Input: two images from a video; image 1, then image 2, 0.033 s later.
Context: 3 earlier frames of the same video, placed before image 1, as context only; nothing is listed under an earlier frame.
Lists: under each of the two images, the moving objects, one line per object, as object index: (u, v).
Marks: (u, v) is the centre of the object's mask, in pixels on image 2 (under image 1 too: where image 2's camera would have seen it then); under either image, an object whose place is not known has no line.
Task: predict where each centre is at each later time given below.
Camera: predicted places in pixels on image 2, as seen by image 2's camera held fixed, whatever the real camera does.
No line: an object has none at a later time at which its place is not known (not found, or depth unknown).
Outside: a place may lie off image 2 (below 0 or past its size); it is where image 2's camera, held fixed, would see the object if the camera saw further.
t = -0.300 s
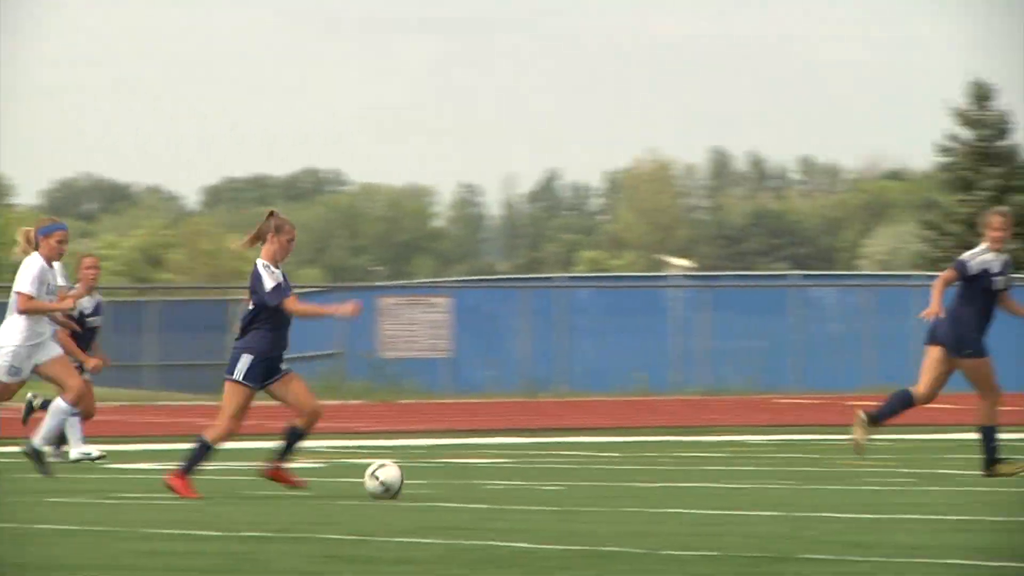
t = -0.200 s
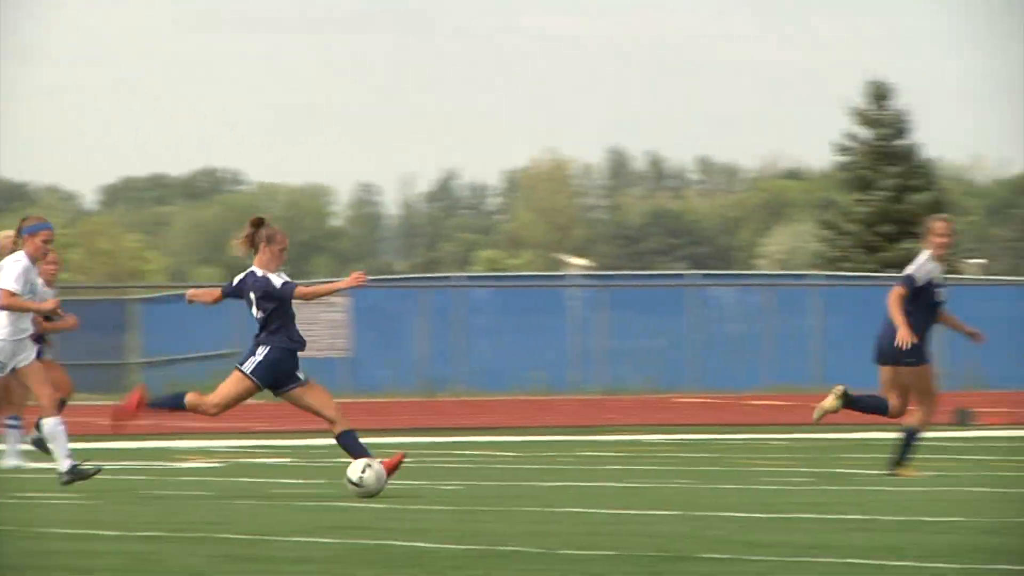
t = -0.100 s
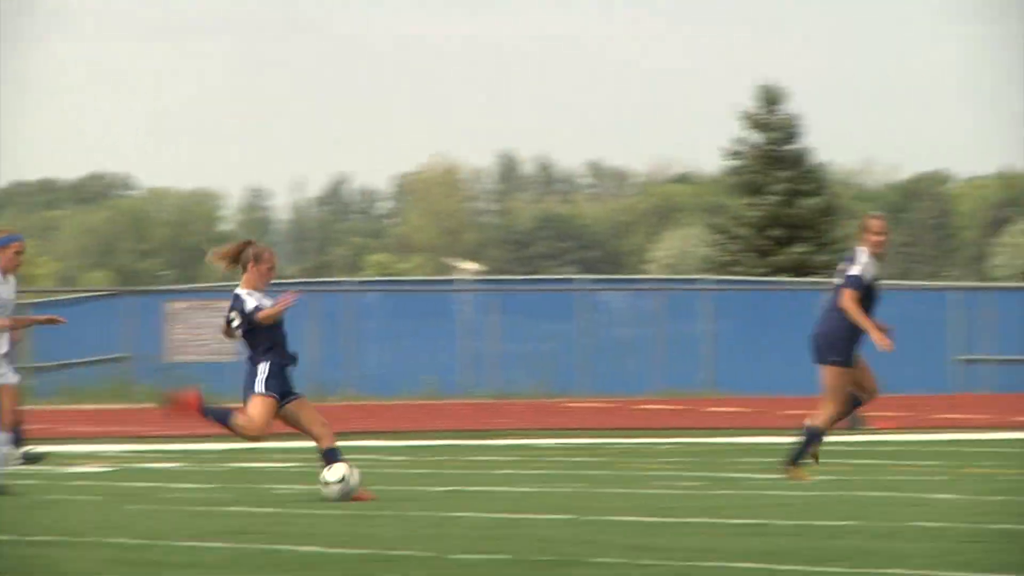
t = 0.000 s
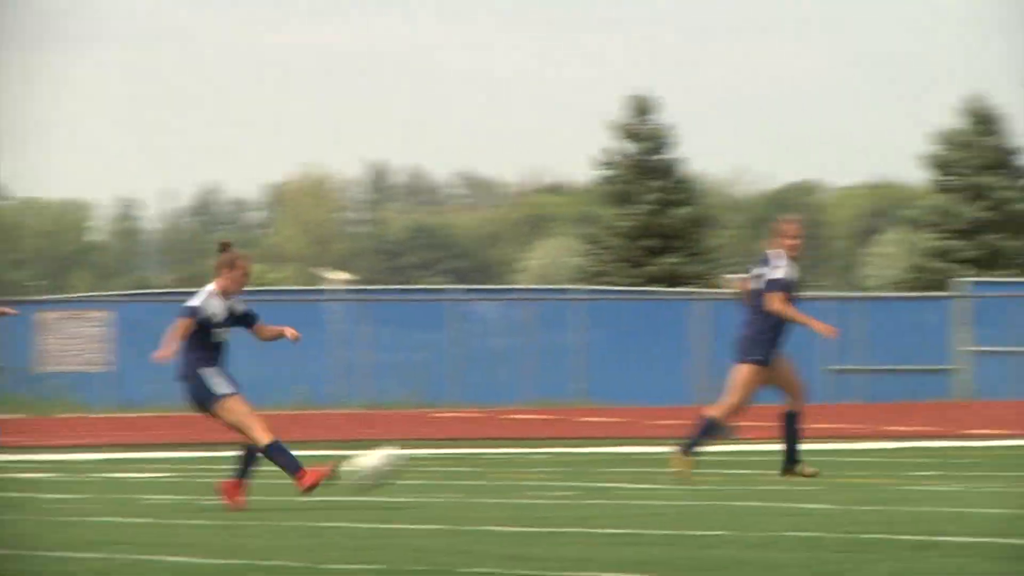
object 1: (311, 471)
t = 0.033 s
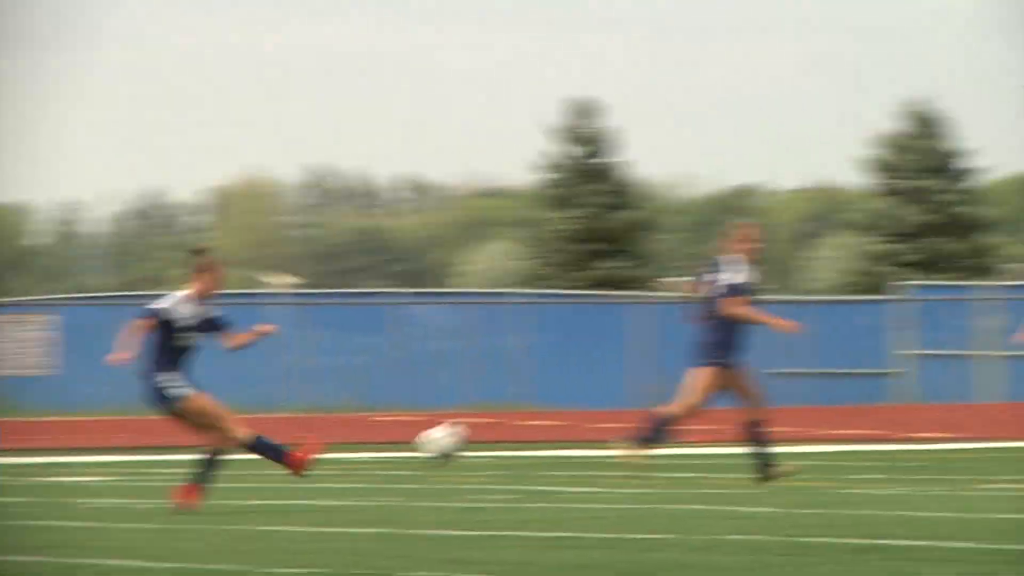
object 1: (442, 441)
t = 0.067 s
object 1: (564, 416)
